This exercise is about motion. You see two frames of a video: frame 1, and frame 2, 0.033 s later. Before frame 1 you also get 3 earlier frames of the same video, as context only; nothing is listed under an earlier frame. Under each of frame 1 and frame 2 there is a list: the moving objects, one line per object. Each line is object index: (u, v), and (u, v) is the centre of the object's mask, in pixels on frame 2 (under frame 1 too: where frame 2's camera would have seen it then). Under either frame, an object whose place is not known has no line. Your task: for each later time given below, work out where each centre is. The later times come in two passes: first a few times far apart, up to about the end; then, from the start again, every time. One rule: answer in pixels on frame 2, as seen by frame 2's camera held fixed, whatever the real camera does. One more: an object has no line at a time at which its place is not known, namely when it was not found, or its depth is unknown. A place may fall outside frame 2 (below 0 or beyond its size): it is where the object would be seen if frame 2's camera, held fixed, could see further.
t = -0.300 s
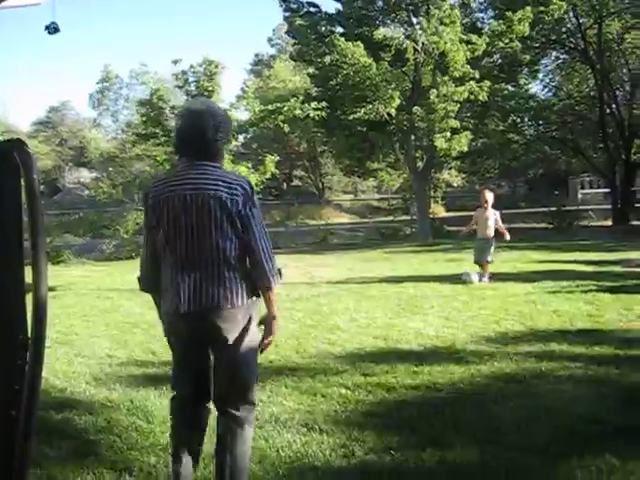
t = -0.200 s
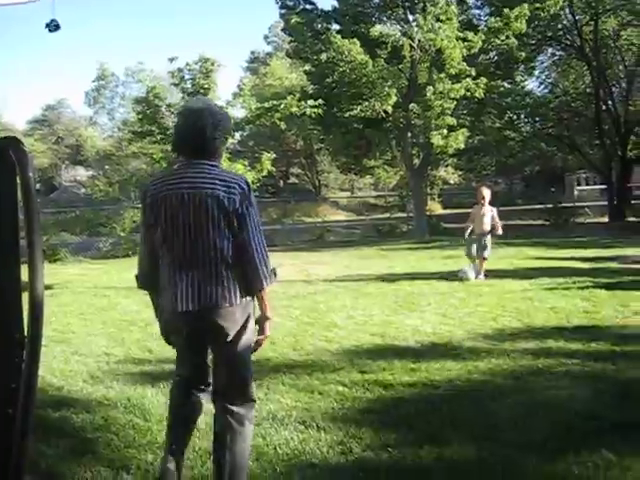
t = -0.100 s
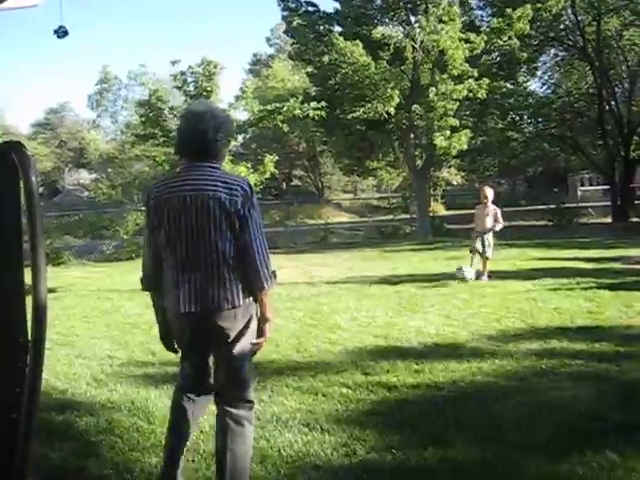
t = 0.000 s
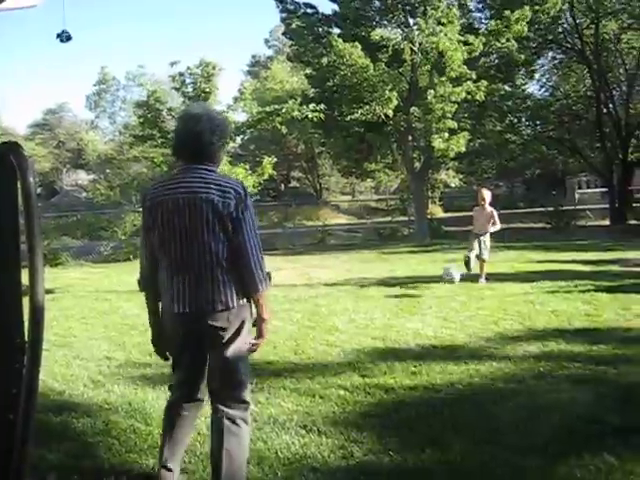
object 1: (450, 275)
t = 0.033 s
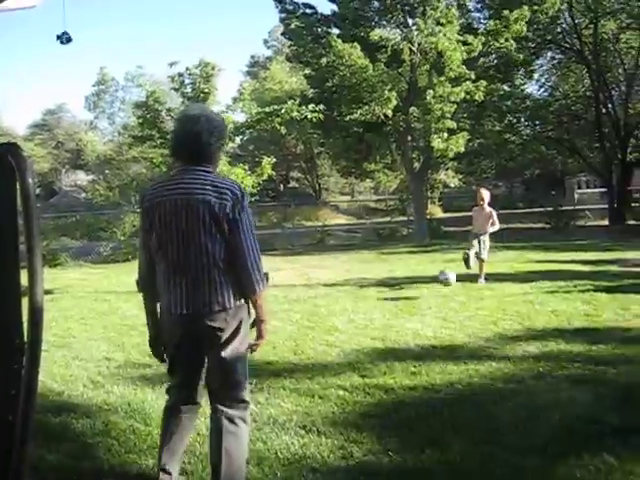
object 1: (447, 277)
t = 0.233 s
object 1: (423, 304)
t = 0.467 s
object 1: (405, 313)
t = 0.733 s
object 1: (381, 317)
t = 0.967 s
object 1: (361, 323)
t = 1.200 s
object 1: (346, 328)
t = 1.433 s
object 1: (336, 329)
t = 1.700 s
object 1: (329, 331)
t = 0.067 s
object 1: (444, 280)
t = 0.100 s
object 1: (440, 284)
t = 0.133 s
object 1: (436, 291)
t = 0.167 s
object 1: (431, 298)
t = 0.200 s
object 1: (427, 302)
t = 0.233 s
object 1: (423, 304)
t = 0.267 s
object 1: (421, 304)
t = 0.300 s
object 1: (419, 305)
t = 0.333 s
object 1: (416, 304)
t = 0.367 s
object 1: (413, 305)
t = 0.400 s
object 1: (410, 307)
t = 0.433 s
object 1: (407, 311)
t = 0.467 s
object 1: (405, 313)
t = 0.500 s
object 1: (402, 314)
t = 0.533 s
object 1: (399, 315)
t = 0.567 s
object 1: (396, 316)
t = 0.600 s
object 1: (393, 316)
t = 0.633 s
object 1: (390, 316)
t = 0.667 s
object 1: (387, 316)
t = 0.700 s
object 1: (384, 316)
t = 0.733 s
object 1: (381, 317)
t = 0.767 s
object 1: (378, 318)
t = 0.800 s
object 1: (375, 319)
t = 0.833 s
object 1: (372, 320)
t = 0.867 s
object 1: (369, 321)
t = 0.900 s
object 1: (368, 322)
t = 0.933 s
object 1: (364, 323)
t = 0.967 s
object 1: (361, 323)
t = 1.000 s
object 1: (359, 323)
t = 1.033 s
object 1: (357, 324)
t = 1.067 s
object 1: (355, 324)
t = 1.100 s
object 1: (353, 324)
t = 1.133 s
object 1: (350, 326)
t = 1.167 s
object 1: (349, 327)
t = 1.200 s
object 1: (346, 328)
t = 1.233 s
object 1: (344, 328)
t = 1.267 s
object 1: (343, 328)
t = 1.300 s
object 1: (341, 328)
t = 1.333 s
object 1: (340, 328)
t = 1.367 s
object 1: (339, 329)
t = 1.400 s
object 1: (337, 329)
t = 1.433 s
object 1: (336, 329)
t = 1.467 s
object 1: (335, 330)
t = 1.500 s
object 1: (334, 330)
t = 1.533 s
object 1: (333, 330)
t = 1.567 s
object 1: (332, 330)
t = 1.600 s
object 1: (331, 331)
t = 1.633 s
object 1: (331, 331)
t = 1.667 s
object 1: (330, 331)
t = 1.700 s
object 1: (329, 331)
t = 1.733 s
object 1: (328, 331)
